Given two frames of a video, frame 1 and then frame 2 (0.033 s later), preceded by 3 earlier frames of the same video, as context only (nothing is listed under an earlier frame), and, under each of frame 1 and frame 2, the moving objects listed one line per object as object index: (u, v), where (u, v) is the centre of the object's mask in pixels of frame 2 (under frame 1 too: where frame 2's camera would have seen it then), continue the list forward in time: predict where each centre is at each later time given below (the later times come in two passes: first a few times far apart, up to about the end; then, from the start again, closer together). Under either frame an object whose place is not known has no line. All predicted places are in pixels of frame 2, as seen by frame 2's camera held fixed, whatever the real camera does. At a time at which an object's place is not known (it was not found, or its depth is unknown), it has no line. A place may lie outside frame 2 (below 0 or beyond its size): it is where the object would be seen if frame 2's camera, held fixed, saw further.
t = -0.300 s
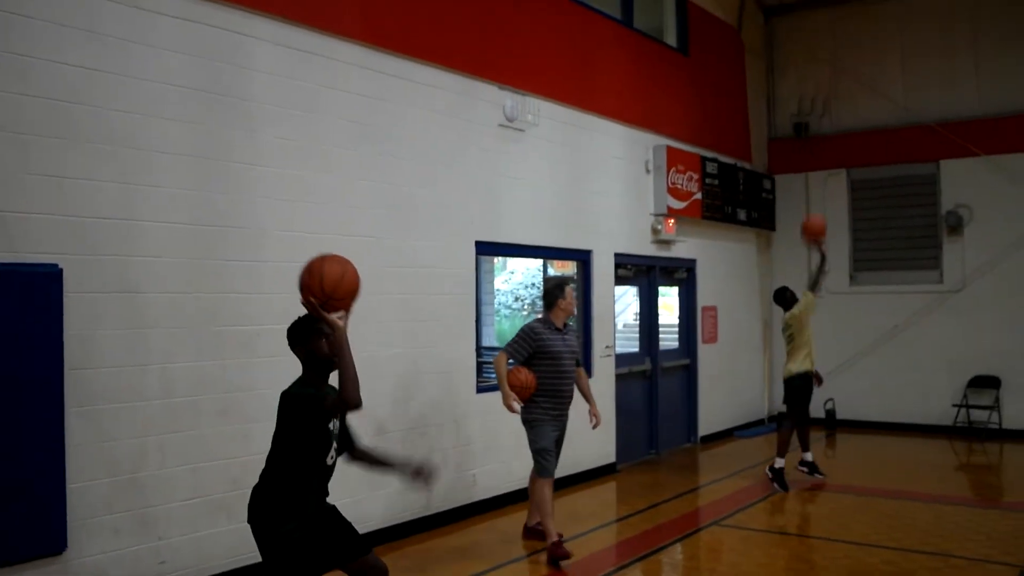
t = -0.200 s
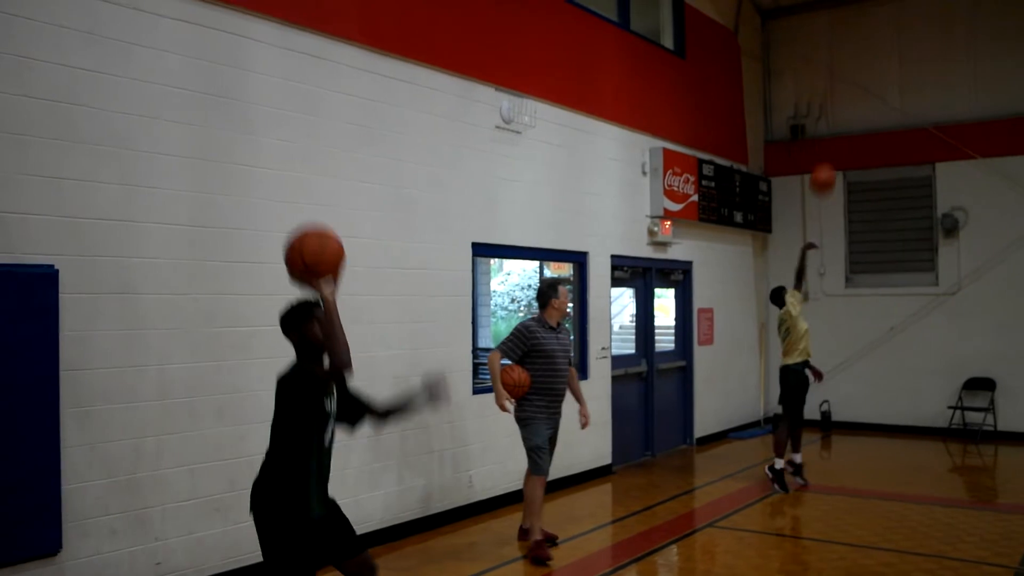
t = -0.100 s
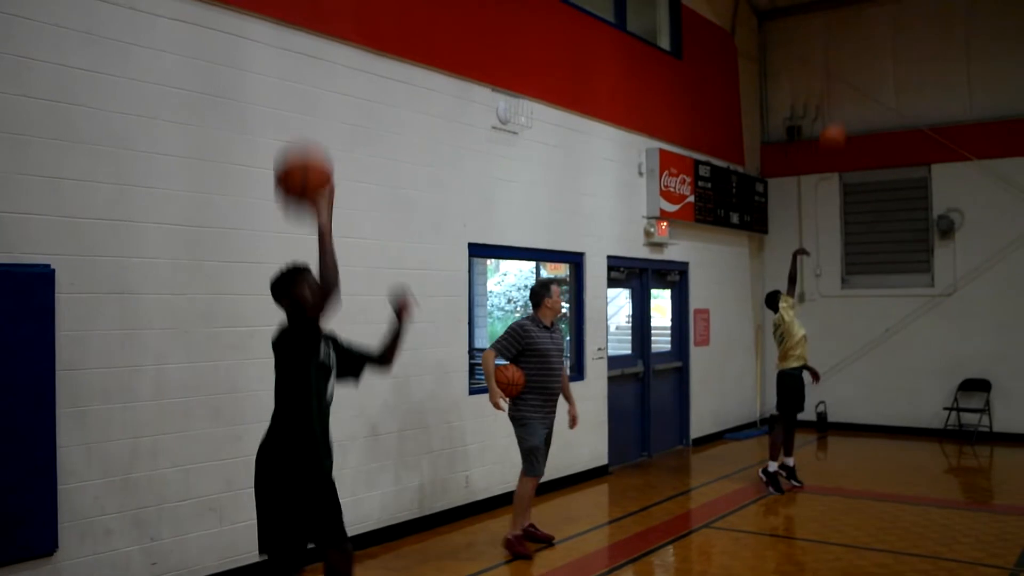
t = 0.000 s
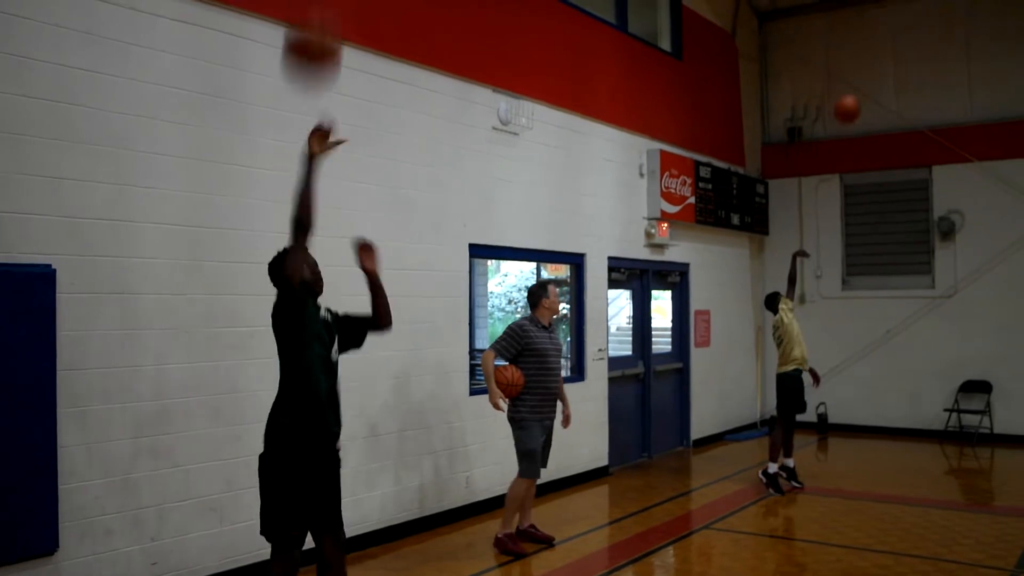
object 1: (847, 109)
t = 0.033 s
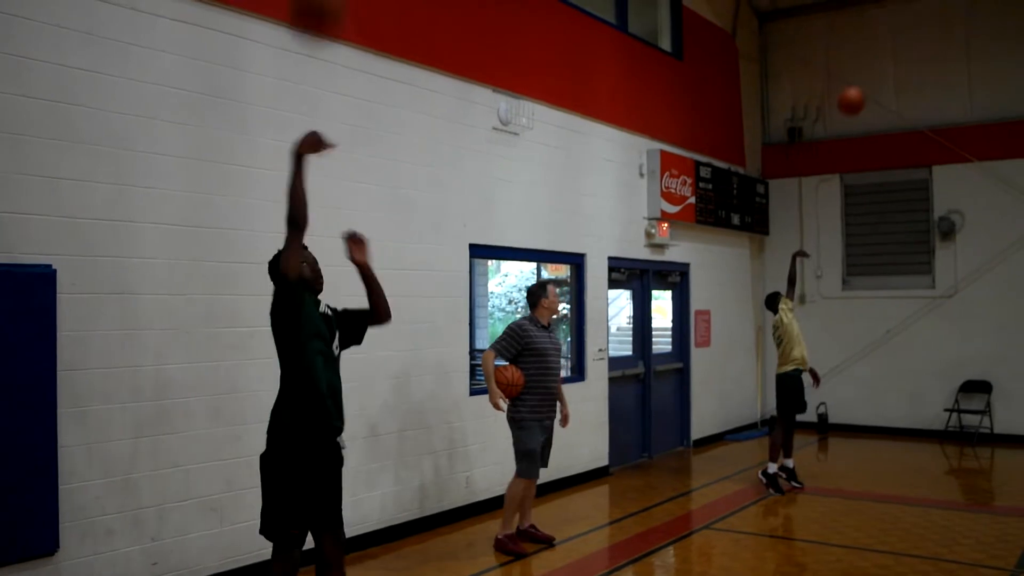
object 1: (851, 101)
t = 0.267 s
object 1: (886, 76)
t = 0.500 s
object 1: (922, 107)
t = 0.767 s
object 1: (971, 226)
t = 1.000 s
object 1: (1013, 406)
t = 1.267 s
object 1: (1033, 393)
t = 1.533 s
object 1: (1035, 277)
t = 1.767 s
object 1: (1035, 245)
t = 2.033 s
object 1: (1037, 287)
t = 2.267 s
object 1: (1042, 395)
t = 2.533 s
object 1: (1047, 447)
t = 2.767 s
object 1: (1055, 358)
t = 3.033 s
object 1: (1063, 340)
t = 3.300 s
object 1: (1071, 411)
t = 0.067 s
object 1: (856, 93)
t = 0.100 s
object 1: (861, 88)
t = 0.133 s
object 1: (866, 84)
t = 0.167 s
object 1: (871, 80)
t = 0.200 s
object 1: (876, 77)
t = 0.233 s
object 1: (881, 76)
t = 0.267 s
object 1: (886, 76)
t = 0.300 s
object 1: (890, 77)
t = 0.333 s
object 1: (895, 79)
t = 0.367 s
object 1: (900, 82)
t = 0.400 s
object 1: (906, 86)
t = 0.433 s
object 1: (911, 91)
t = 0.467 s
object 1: (917, 99)
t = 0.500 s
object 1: (922, 107)
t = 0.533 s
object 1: (928, 116)
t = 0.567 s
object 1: (934, 124)
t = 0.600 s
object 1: (940, 136)
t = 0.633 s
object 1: (947, 155)
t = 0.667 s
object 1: (951, 171)
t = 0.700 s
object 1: (958, 188)
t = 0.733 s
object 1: (964, 206)
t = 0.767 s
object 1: (971, 226)
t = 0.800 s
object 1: (976, 246)
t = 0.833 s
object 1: (981, 269)
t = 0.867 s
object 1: (988, 293)
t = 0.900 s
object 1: (994, 319)
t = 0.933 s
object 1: (1000, 346)
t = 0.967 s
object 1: (1007, 374)
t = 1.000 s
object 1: (1013, 406)
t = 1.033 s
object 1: (1020, 433)
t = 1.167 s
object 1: (1033, 461)
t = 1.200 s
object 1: (1033, 435)
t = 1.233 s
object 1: (1033, 413)
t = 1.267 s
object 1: (1033, 393)
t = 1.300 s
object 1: (1033, 373)
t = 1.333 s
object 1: (1033, 356)
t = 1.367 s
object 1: (1034, 339)
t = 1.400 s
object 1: (1034, 324)
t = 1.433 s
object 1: (1035, 310)
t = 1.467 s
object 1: (1035, 298)
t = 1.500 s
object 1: (1034, 287)
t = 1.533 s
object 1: (1035, 277)
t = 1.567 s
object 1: (1035, 268)
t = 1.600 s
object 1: (1035, 261)
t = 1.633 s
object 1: (1035, 255)
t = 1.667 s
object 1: (1035, 250)
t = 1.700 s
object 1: (1035, 247)
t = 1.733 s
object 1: (1035, 245)
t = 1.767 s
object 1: (1035, 245)
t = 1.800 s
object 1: (1036, 245)
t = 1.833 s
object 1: (1036, 247)
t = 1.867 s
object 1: (1036, 250)
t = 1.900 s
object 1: (1036, 255)
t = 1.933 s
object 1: (1037, 261)
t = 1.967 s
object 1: (1037, 268)
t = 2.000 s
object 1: (1037, 277)
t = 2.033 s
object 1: (1037, 287)
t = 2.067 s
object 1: (1038, 298)
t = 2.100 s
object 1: (1039, 311)
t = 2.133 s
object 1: (1039, 325)
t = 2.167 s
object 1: (1040, 341)
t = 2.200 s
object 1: (1041, 358)
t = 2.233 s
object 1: (1041, 375)
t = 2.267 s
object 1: (1042, 395)
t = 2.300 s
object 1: (1042, 417)
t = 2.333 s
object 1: (1043, 438)
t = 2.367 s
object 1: (1043, 467)
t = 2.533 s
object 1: (1047, 447)
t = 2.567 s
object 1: (1048, 429)
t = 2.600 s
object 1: (1049, 414)
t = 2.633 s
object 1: (1051, 400)
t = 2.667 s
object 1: (1052, 388)
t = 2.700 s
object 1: (1053, 377)
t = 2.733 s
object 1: (1054, 367)
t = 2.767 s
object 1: (1055, 358)
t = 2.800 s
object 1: (1056, 351)
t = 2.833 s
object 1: (1057, 346)
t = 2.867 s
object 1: (1058, 342)
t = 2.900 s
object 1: (1059, 339)
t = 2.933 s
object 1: (1060, 337)
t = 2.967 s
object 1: (1061, 337)
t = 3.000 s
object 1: (1062, 338)
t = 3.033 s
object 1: (1063, 340)
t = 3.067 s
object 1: (1064, 344)
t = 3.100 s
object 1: (1065, 349)
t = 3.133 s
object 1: (1066, 356)
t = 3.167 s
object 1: (1067, 365)
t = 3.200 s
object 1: (1068, 374)
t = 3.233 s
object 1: (1069, 385)
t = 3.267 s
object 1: (1070, 397)
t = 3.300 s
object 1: (1071, 411)
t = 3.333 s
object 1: (1072, 424)
